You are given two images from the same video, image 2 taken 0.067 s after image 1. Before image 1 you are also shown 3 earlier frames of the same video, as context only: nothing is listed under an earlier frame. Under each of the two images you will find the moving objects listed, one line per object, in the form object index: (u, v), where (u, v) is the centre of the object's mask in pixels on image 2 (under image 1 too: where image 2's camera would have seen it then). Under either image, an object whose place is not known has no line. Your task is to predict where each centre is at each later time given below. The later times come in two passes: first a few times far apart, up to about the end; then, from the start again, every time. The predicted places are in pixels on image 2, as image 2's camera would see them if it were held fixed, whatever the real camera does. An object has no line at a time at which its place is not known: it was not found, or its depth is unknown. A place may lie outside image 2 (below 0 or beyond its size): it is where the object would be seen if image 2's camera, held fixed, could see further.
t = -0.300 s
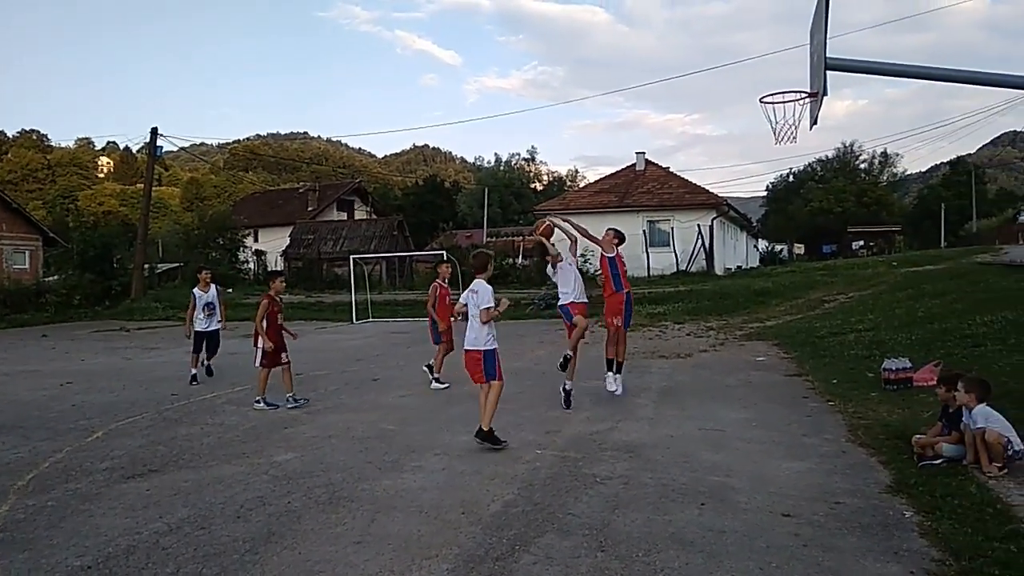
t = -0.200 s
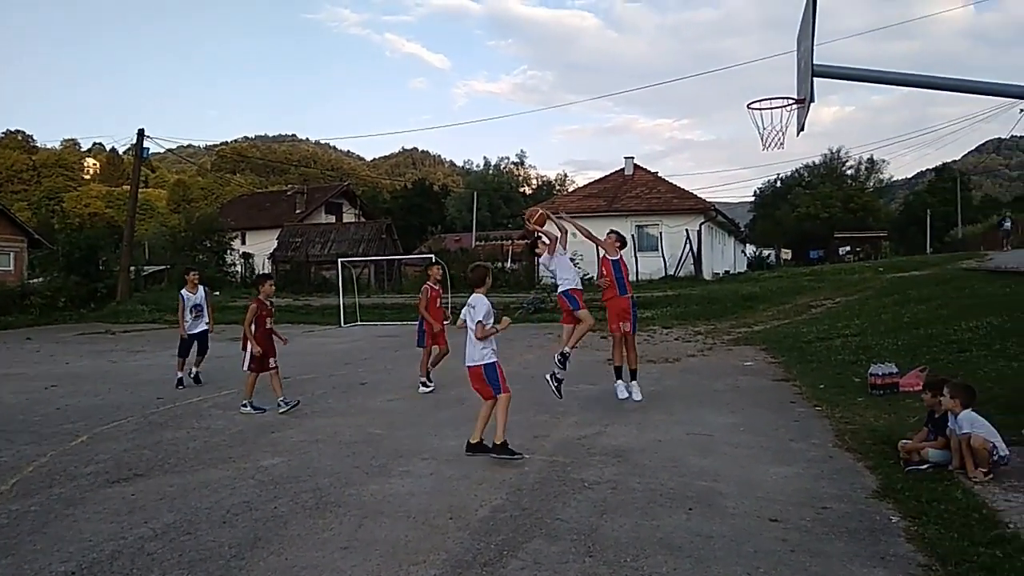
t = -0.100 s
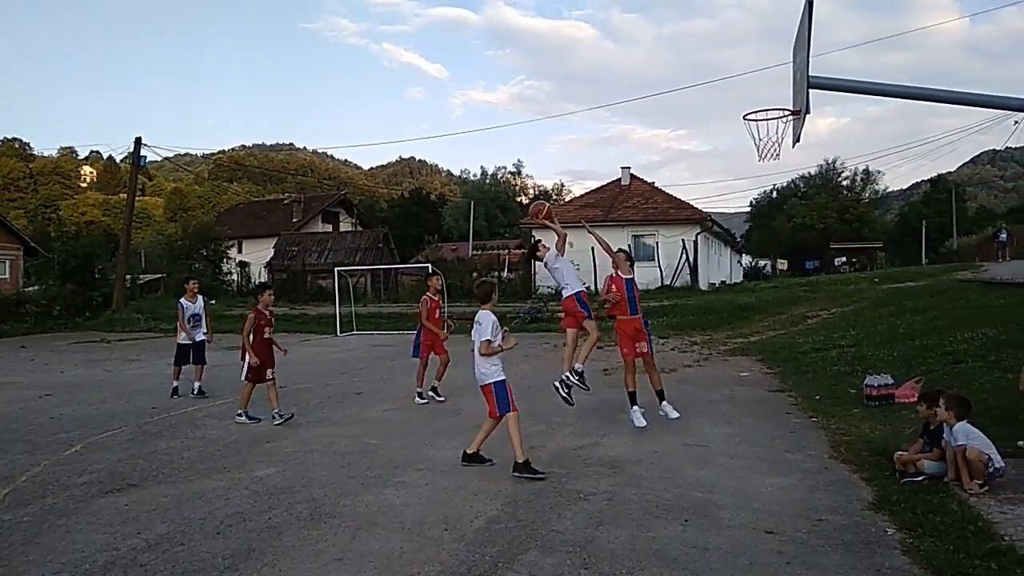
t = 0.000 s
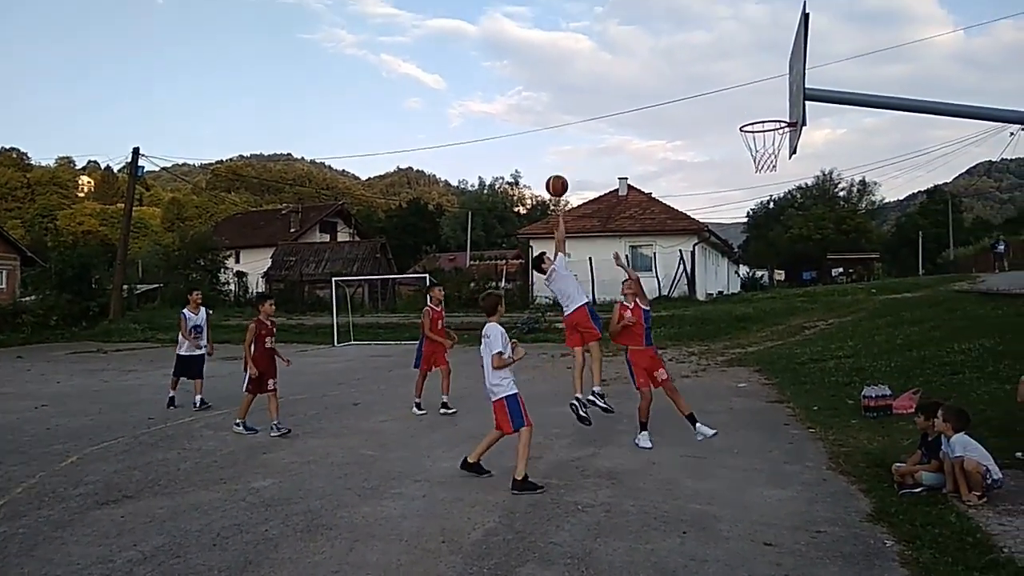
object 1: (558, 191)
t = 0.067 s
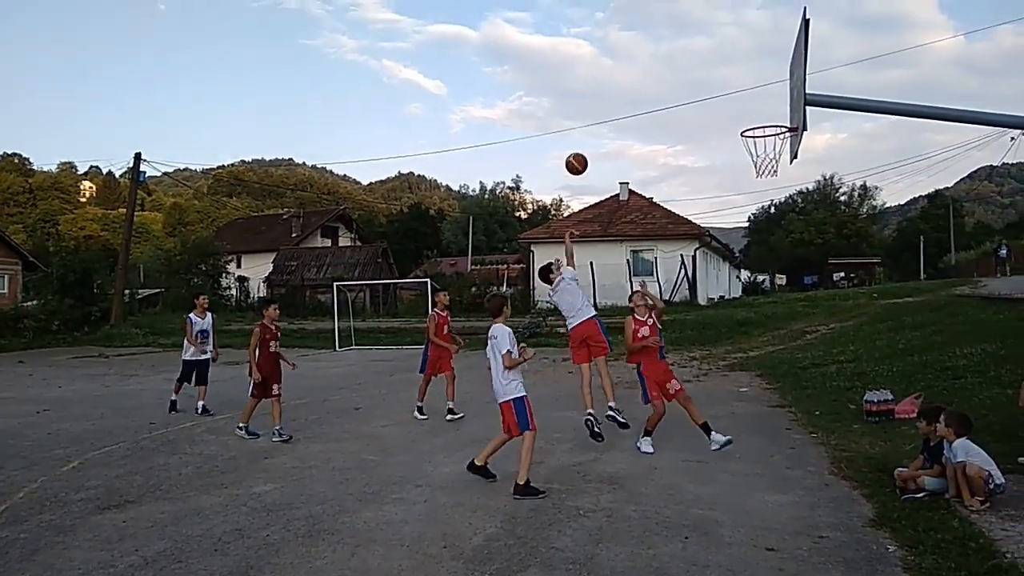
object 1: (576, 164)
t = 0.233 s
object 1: (623, 114)
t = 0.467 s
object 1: (691, 87)
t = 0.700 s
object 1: (761, 114)
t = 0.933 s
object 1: (747, 159)
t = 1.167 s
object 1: (738, 186)
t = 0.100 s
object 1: (586, 151)
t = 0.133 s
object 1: (595, 141)
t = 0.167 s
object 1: (605, 131)
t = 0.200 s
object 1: (614, 122)
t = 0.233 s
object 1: (623, 114)
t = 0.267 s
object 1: (633, 107)
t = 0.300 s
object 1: (643, 101)
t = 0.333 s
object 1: (652, 96)
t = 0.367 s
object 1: (661, 92)
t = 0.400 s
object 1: (671, 90)
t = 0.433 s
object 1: (681, 88)
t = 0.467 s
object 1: (691, 87)
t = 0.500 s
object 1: (701, 88)
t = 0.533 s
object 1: (710, 89)
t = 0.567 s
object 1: (720, 92)
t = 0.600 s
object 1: (731, 96)
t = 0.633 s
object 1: (741, 101)
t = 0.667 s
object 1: (751, 107)
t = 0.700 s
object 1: (761, 114)
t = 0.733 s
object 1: (771, 122)
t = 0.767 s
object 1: (772, 129)
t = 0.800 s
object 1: (766, 136)
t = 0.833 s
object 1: (760, 144)
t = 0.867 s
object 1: (755, 153)
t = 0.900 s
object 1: (750, 157)
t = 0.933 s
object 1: (747, 159)
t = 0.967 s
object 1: (745, 160)
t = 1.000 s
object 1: (743, 162)
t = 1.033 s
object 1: (742, 164)
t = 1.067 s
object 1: (741, 168)
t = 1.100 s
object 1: (740, 173)
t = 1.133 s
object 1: (739, 179)
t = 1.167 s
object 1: (738, 186)
